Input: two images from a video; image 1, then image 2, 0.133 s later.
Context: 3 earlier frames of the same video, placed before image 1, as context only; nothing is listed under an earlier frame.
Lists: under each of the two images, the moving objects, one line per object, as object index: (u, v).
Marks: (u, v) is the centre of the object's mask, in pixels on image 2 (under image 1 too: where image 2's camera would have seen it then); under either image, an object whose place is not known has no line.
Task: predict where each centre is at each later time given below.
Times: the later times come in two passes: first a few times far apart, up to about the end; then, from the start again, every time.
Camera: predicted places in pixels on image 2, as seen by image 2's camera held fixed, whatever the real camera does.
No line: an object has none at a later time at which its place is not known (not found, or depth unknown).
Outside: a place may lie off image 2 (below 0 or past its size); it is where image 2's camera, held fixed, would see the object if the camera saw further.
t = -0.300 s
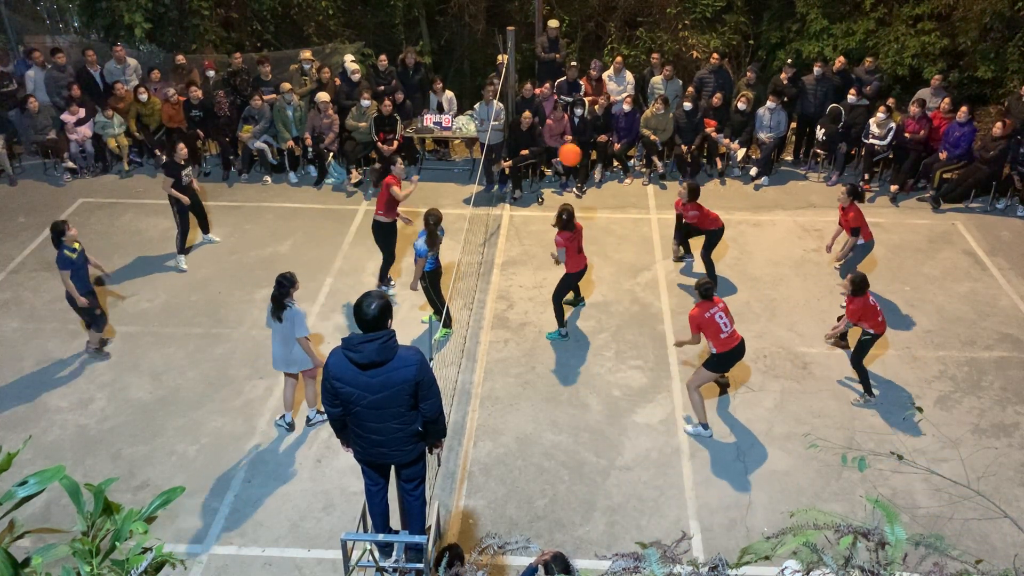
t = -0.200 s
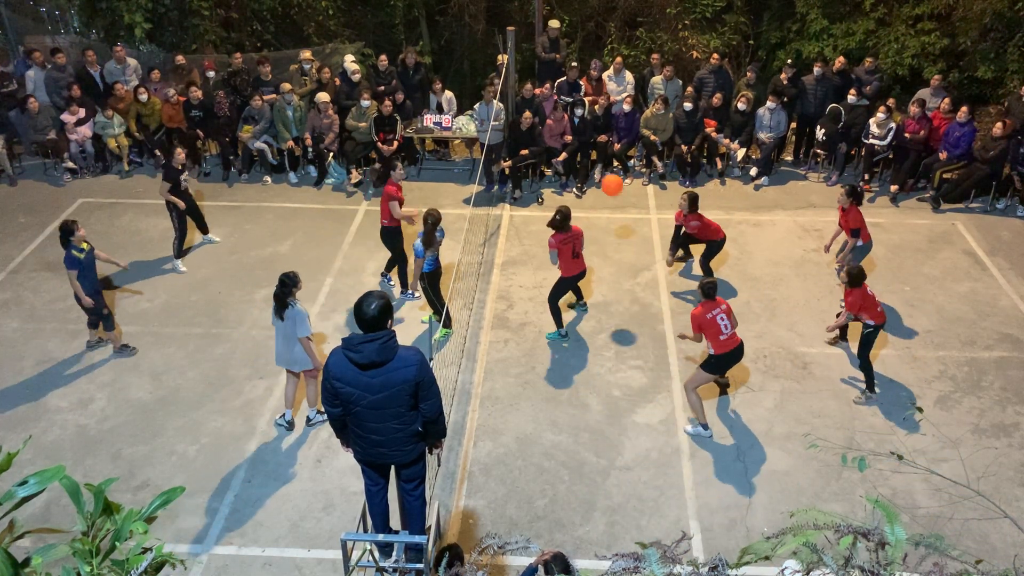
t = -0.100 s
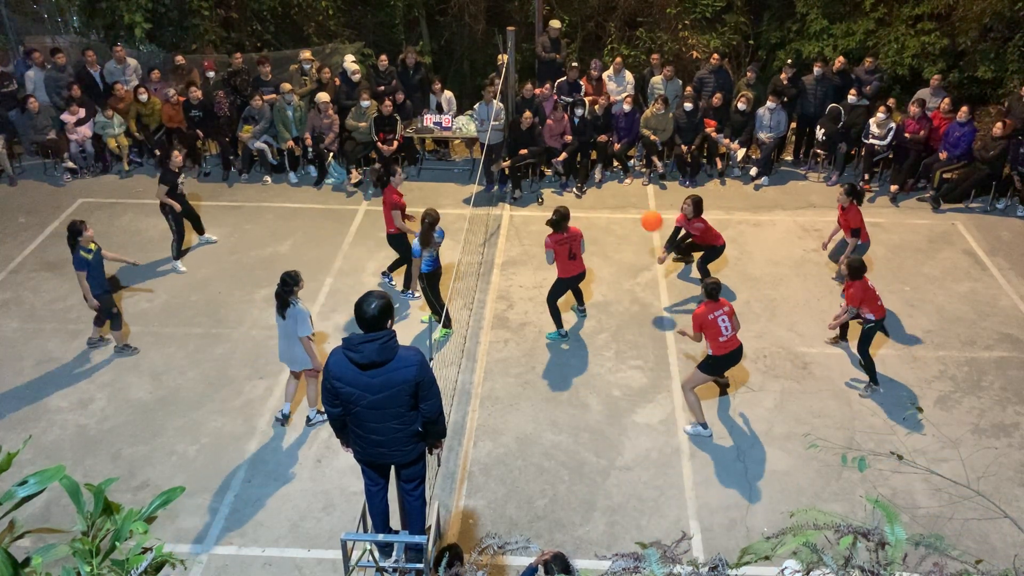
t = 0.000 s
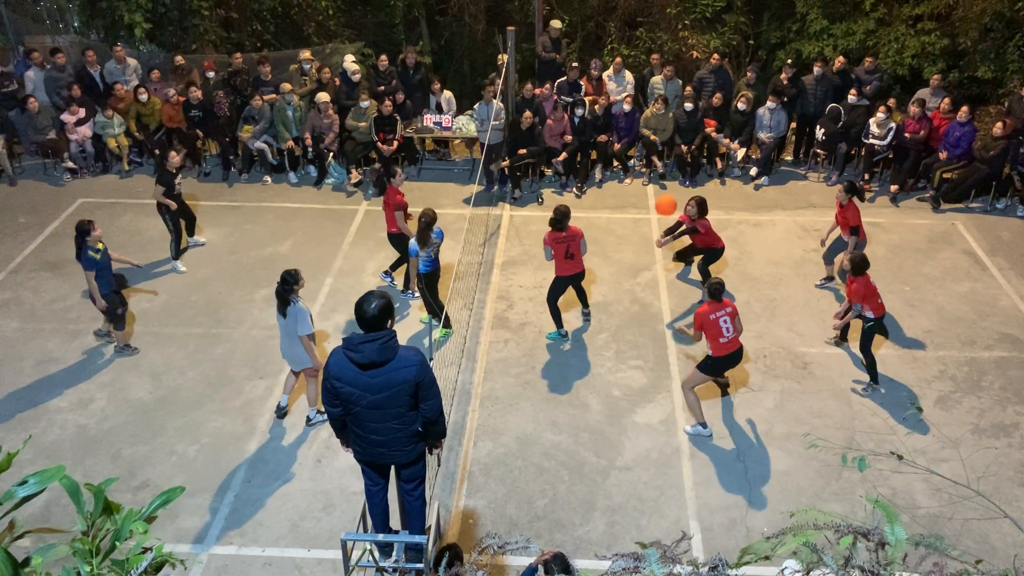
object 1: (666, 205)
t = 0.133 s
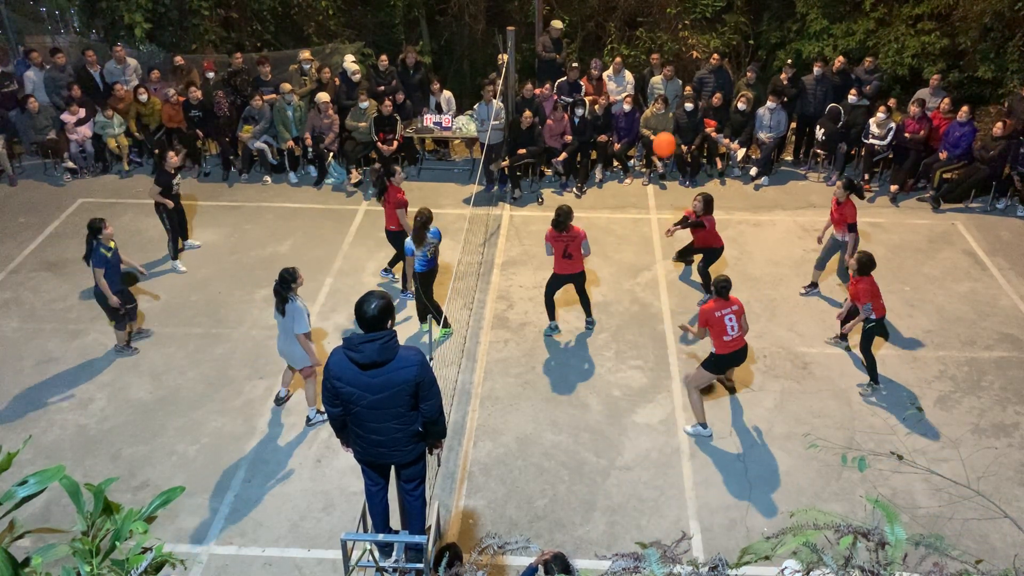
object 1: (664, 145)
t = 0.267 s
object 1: (660, 96)
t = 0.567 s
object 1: (646, 42)
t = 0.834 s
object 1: (627, 69)
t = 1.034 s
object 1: (611, 136)
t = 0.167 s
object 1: (664, 131)
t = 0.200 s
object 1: (663, 118)
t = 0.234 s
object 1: (661, 106)
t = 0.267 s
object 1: (660, 96)
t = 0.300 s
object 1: (659, 85)
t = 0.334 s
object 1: (657, 76)
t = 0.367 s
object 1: (656, 68)
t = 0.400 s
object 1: (655, 61)
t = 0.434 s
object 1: (653, 55)
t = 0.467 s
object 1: (651, 50)
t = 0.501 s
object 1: (650, 46)
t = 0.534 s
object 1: (647, 43)
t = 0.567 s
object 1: (646, 42)
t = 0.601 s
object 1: (644, 41)
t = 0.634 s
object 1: (642, 42)
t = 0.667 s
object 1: (639, 43)
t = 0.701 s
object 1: (637, 46)
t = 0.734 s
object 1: (635, 50)
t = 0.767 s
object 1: (632, 56)
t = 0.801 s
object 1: (630, 62)
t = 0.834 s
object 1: (627, 69)
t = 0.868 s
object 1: (625, 78)
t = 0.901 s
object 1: (622, 88)
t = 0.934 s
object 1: (619, 98)
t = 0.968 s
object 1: (616, 110)
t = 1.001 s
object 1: (613, 123)
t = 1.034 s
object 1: (611, 136)
